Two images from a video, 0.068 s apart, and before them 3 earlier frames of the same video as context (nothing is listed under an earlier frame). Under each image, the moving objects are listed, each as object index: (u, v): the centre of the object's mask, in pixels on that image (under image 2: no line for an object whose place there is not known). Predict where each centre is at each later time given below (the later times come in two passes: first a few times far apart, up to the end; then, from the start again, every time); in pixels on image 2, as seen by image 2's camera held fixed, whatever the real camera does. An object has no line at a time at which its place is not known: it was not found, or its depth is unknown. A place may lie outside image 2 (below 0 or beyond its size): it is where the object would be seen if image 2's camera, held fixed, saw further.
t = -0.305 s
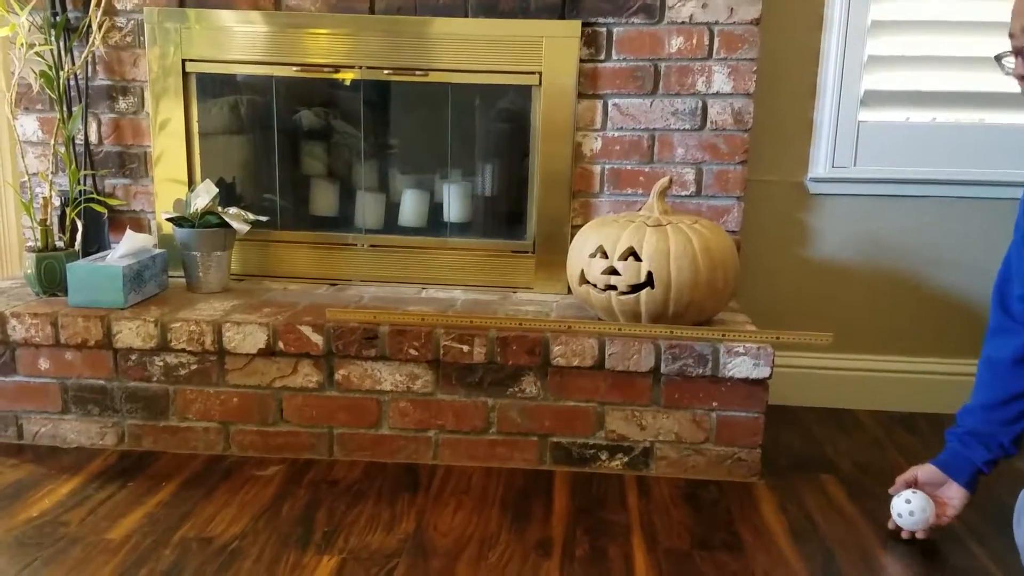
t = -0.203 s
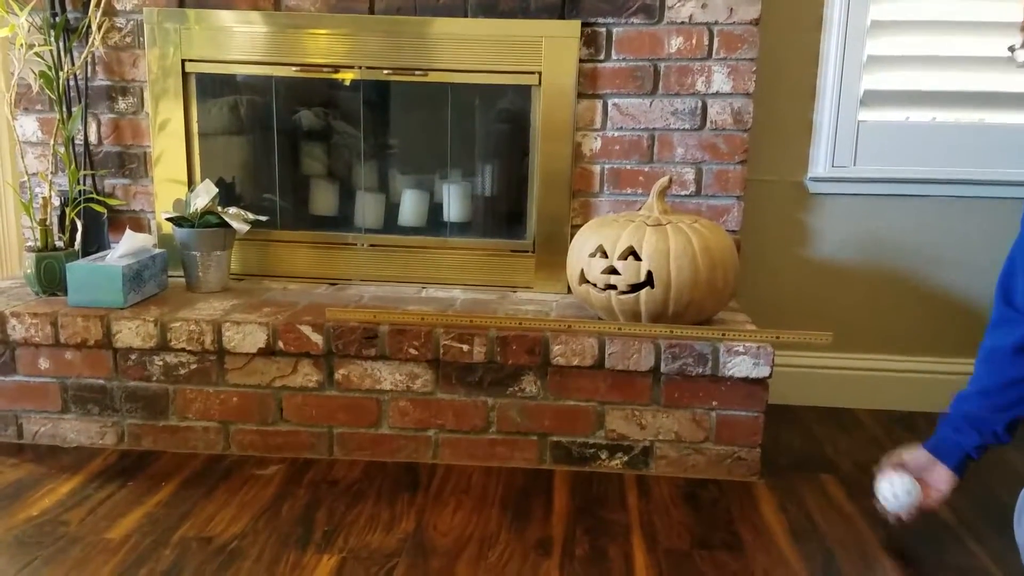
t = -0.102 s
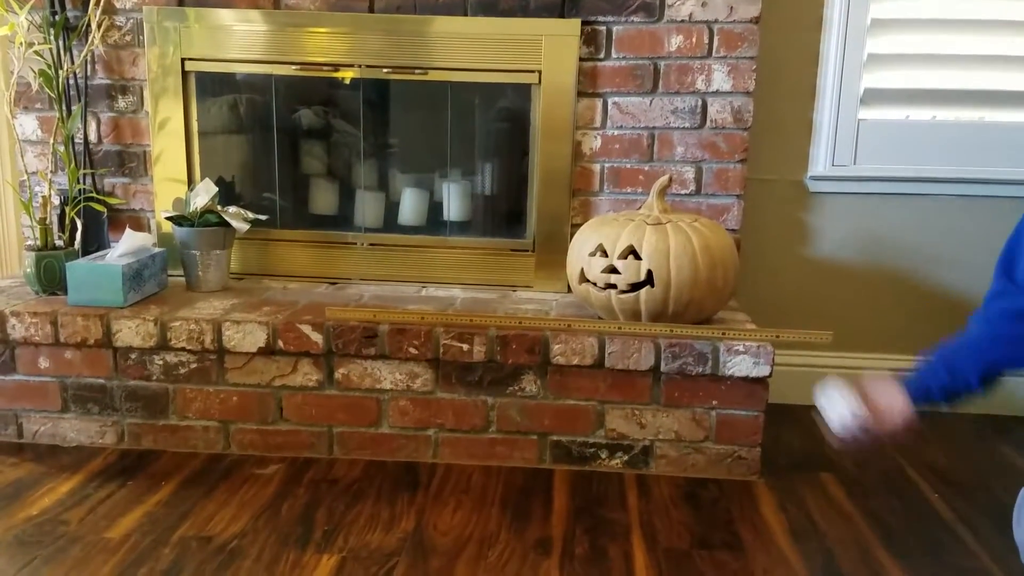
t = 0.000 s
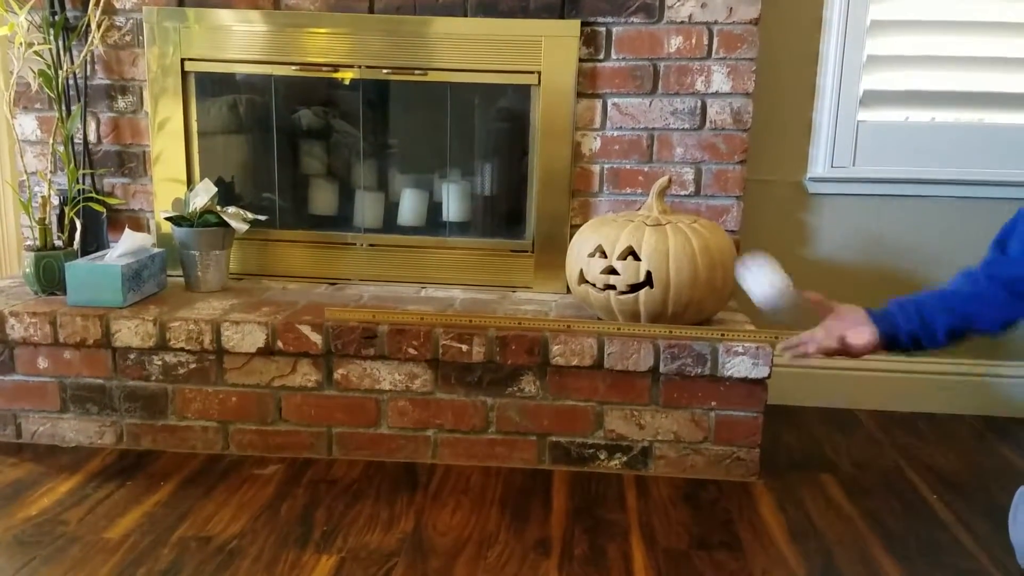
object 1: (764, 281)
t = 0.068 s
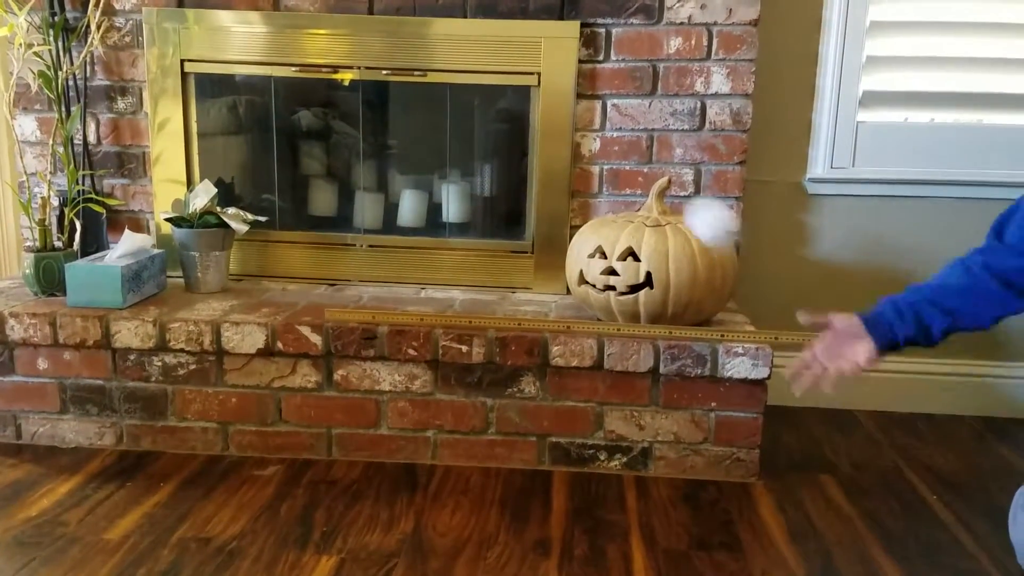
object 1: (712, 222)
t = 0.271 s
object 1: (540, 189)
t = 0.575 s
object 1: (302, 453)
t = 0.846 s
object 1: (163, 358)
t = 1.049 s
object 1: (66, 476)
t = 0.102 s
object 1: (683, 199)
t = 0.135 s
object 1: (655, 183)
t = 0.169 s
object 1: (627, 176)
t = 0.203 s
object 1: (598, 174)
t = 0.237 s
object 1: (569, 178)
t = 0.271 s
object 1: (540, 189)
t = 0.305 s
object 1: (510, 207)
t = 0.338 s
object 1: (483, 229)
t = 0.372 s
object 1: (454, 259)
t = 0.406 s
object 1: (424, 299)
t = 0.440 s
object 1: (399, 337)
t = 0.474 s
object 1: (369, 390)
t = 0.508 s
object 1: (343, 444)
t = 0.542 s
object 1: (319, 485)
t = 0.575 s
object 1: (302, 453)
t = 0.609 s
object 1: (285, 423)
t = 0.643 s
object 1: (268, 397)
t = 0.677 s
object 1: (250, 377)
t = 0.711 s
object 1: (234, 362)
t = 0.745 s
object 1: (216, 352)
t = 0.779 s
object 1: (198, 348)
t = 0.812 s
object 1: (180, 350)
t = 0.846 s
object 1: (163, 358)
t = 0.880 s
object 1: (146, 373)
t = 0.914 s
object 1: (129, 394)
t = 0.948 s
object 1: (113, 421)
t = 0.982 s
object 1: (96, 459)
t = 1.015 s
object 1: (82, 494)
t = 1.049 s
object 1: (66, 476)
